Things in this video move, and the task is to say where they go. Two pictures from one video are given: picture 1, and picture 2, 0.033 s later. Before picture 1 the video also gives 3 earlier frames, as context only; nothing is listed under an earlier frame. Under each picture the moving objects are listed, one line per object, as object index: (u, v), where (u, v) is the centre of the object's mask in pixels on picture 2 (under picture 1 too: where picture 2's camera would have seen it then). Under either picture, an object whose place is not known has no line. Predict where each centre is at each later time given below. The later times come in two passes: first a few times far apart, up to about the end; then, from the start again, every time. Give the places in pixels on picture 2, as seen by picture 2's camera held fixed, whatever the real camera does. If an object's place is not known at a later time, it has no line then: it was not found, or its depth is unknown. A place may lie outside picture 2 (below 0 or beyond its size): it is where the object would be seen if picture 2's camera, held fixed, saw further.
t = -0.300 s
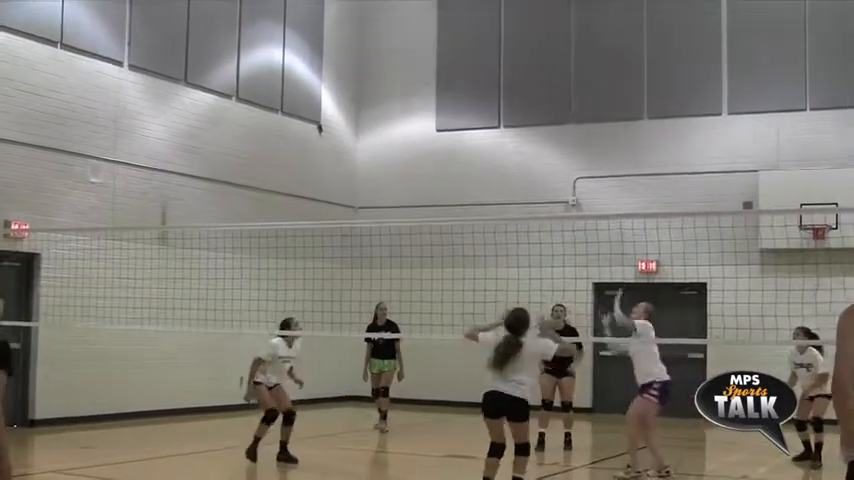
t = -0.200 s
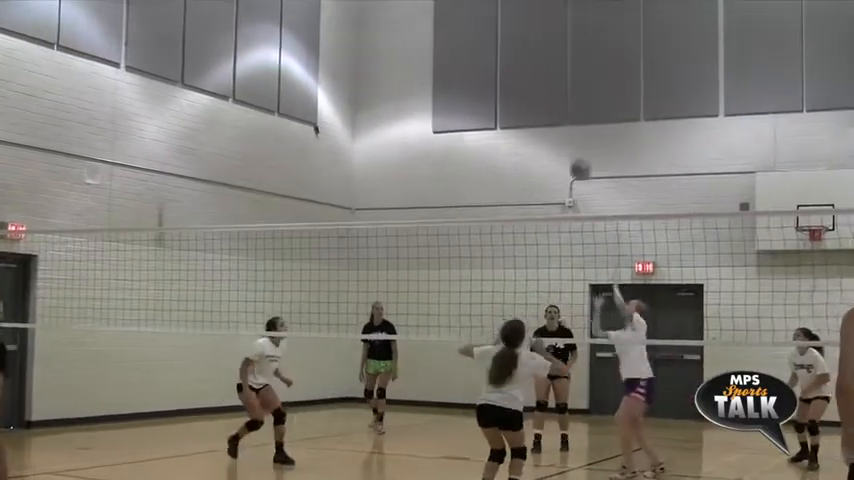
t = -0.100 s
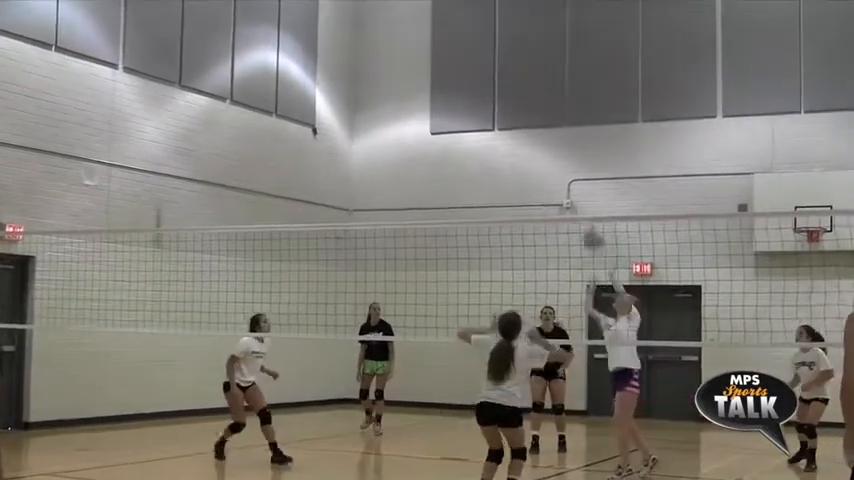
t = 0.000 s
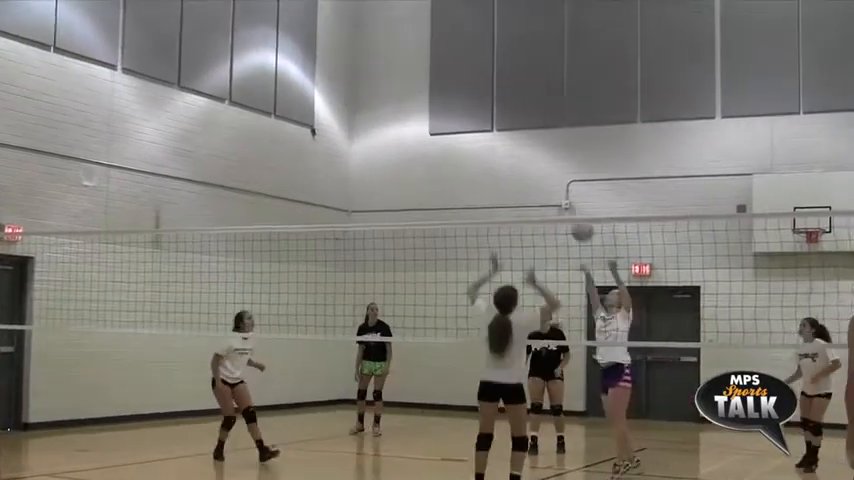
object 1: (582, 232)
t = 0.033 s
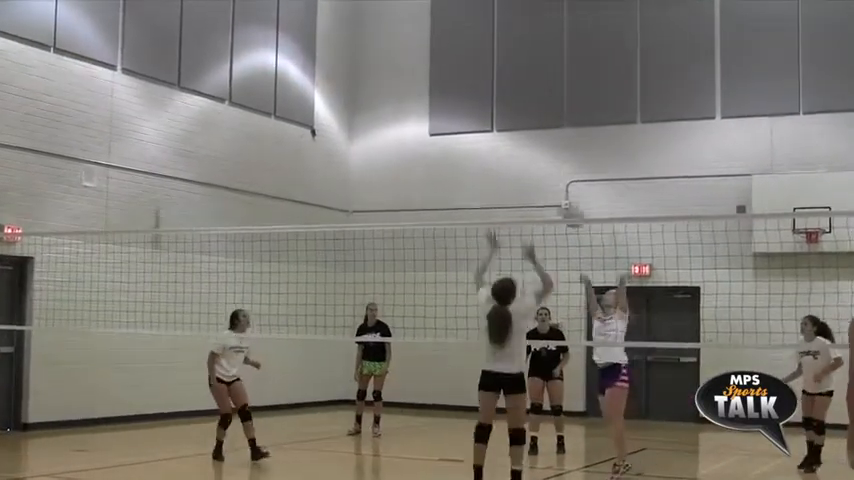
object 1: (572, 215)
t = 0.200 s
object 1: (528, 155)
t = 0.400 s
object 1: (463, 114)
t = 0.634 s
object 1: (360, 126)
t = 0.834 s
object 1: (230, 232)
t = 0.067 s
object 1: (564, 203)
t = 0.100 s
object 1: (555, 190)
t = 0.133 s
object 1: (546, 178)
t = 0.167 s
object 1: (537, 166)
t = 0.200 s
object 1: (528, 155)
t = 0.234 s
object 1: (517, 145)
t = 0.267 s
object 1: (508, 136)
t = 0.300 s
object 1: (498, 127)
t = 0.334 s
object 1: (486, 123)
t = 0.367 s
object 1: (475, 119)
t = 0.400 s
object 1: (463, 114)
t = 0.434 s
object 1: (450, 111)
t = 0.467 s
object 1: (437, 107)
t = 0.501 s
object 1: (423, 108)
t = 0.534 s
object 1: (409, 108)
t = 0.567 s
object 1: (394, 112)
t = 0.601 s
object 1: (378, 118)
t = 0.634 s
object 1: (360, 126)
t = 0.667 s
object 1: (341, 136)
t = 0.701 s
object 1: (322, 148)
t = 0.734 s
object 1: (300, 165)
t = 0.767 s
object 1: (278, 183)
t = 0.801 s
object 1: (254, 205)
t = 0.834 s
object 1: (230, 232)
